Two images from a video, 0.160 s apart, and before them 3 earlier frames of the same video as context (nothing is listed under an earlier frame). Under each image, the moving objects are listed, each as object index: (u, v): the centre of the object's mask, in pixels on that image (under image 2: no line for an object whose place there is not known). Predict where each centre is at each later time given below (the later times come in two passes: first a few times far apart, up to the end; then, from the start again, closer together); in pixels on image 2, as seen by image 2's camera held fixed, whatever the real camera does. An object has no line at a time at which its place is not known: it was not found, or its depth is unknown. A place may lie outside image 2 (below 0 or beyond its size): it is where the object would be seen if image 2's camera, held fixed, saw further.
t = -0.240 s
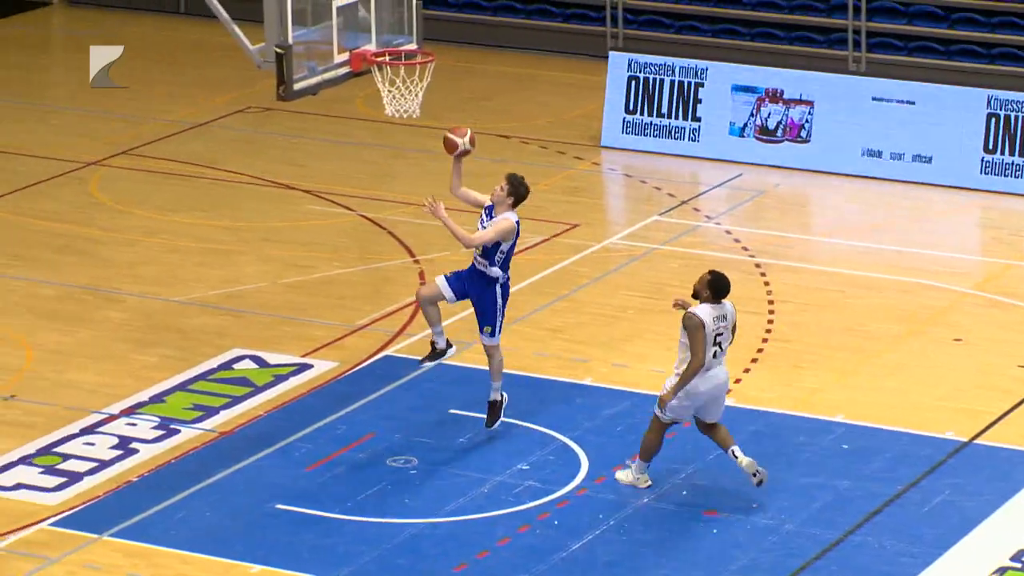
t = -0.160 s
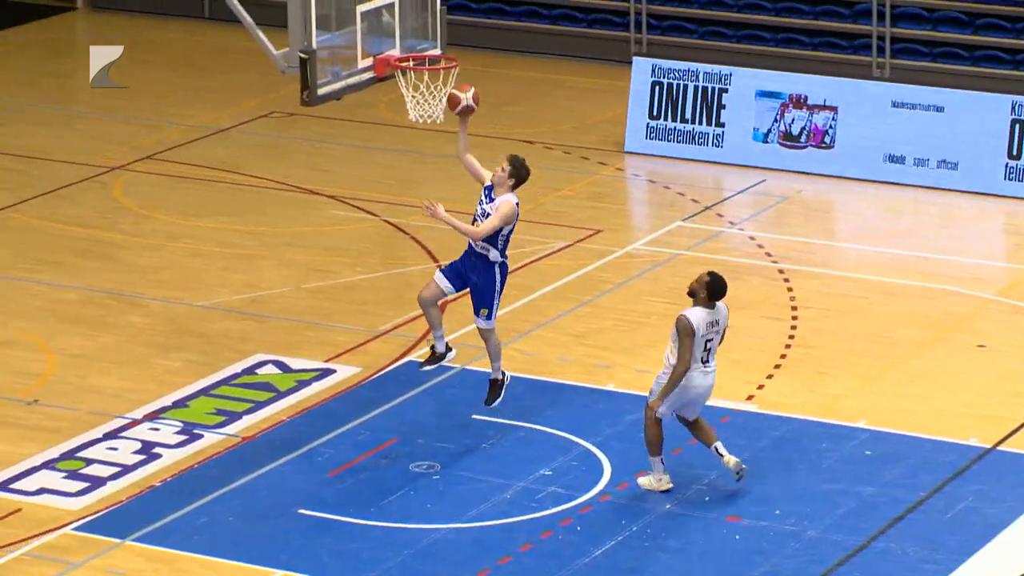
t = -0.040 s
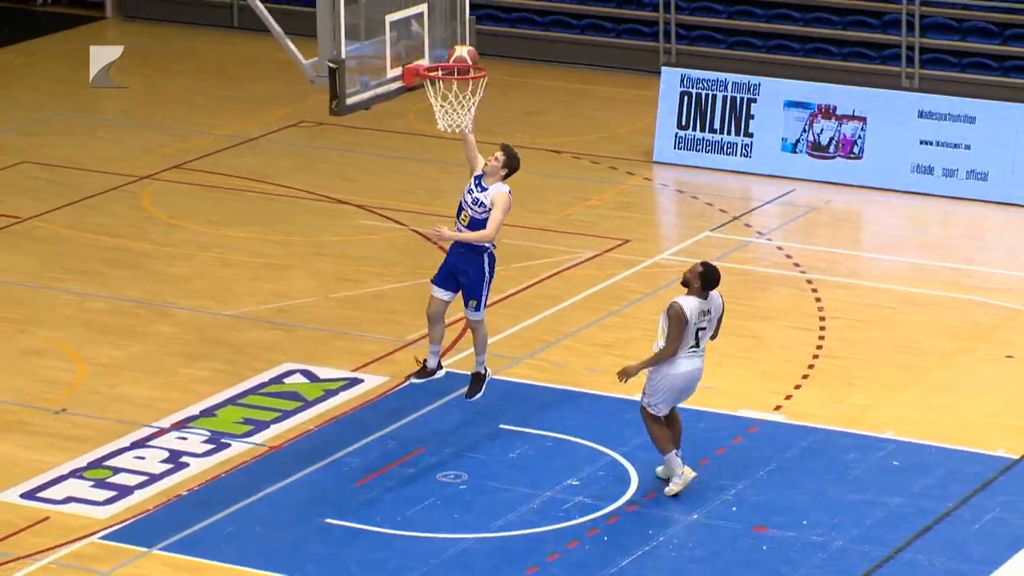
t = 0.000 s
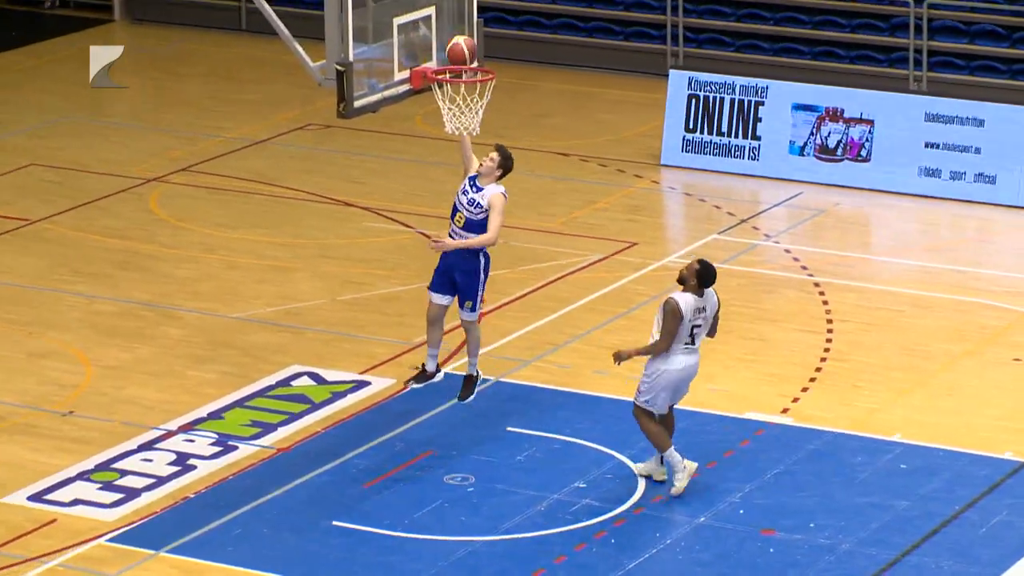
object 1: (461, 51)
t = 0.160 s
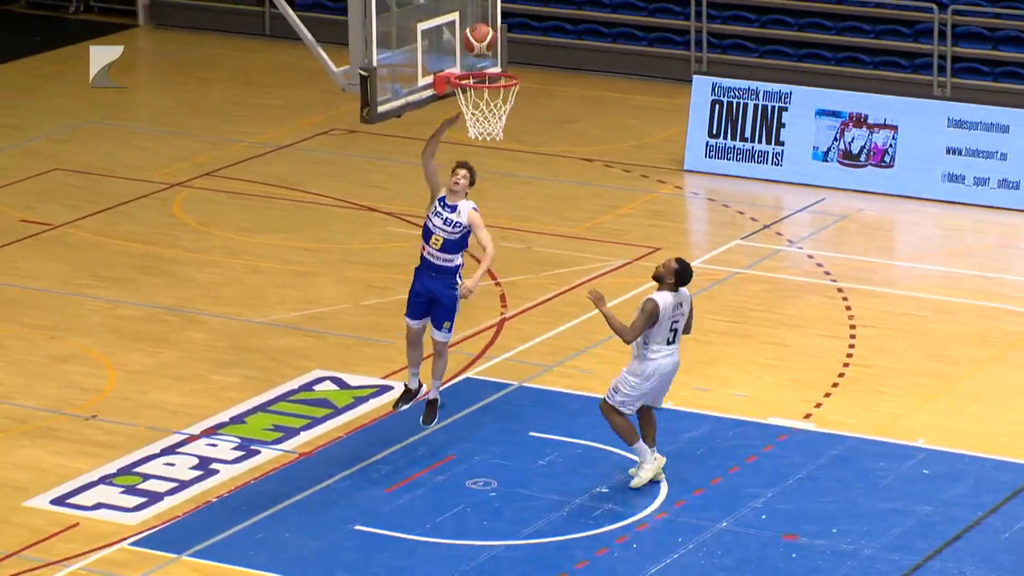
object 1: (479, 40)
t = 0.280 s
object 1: (488, 53)
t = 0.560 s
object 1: (488, 144)
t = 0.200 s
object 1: (482, 42)
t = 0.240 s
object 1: (485, 47)
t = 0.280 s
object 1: (488, 53)
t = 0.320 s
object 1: (491, 61)
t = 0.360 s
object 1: (493, 71)
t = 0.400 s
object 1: (497, 84)
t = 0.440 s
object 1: (495, 100)
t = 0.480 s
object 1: (493, 111)
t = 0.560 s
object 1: (488, 144)
